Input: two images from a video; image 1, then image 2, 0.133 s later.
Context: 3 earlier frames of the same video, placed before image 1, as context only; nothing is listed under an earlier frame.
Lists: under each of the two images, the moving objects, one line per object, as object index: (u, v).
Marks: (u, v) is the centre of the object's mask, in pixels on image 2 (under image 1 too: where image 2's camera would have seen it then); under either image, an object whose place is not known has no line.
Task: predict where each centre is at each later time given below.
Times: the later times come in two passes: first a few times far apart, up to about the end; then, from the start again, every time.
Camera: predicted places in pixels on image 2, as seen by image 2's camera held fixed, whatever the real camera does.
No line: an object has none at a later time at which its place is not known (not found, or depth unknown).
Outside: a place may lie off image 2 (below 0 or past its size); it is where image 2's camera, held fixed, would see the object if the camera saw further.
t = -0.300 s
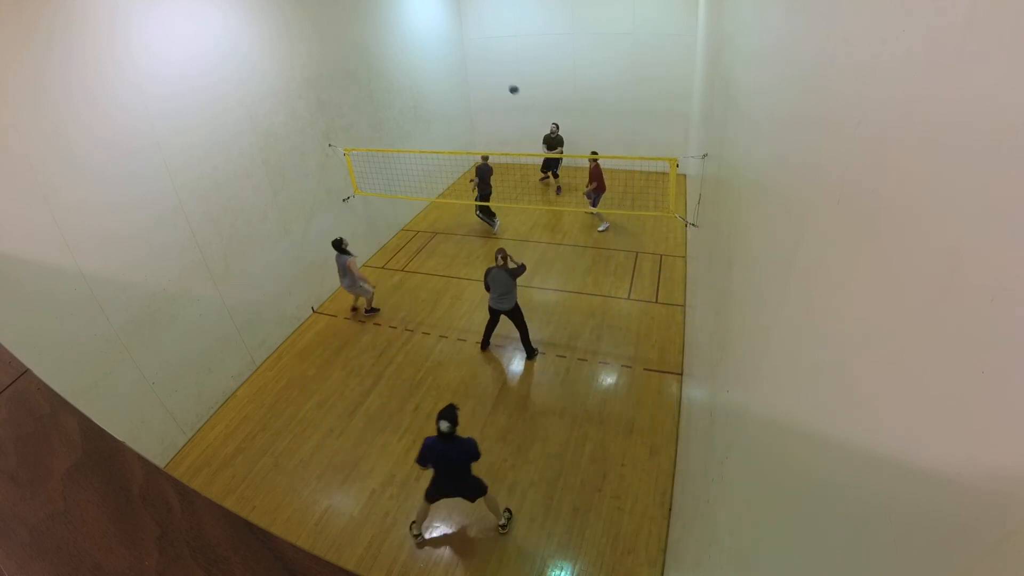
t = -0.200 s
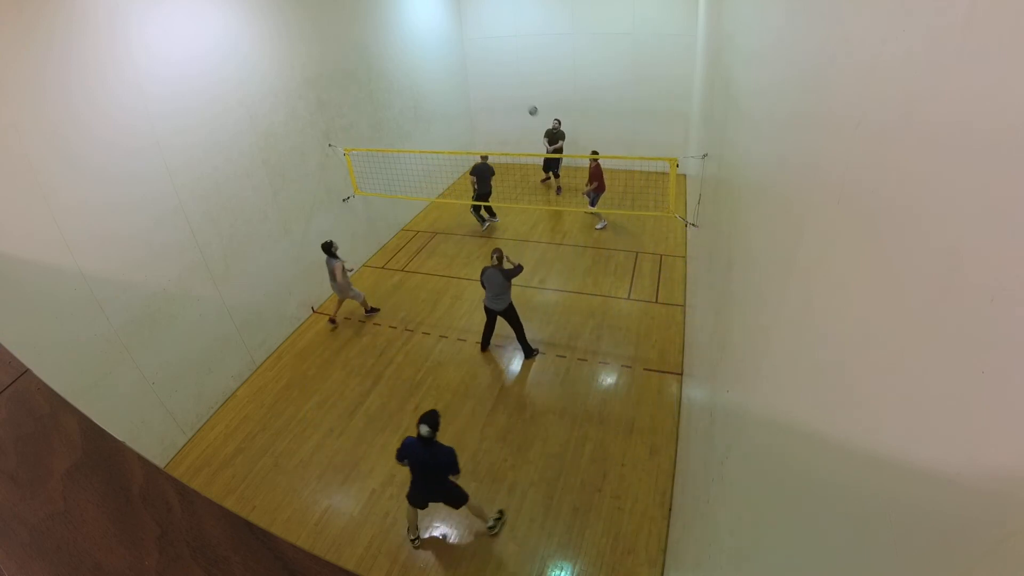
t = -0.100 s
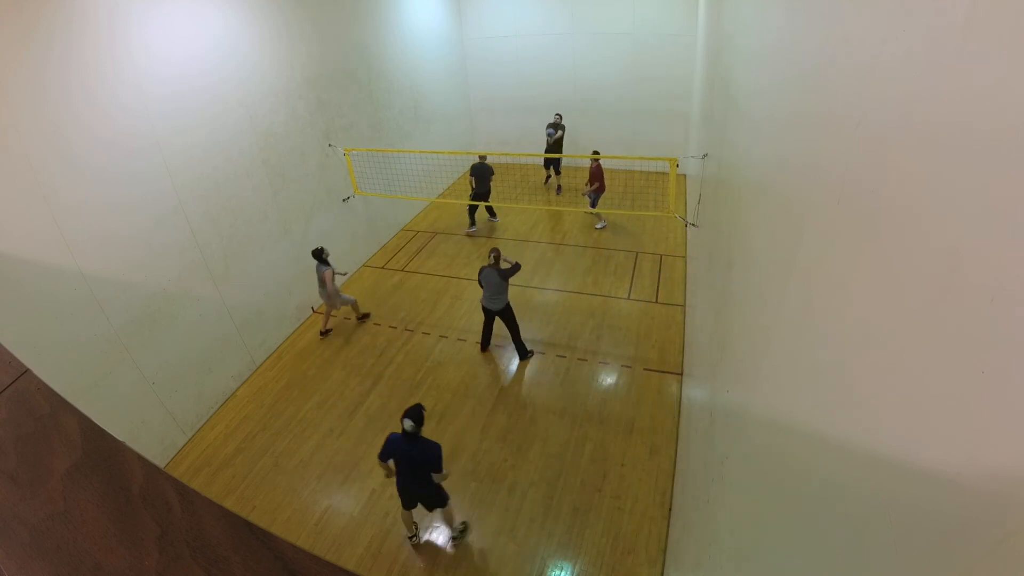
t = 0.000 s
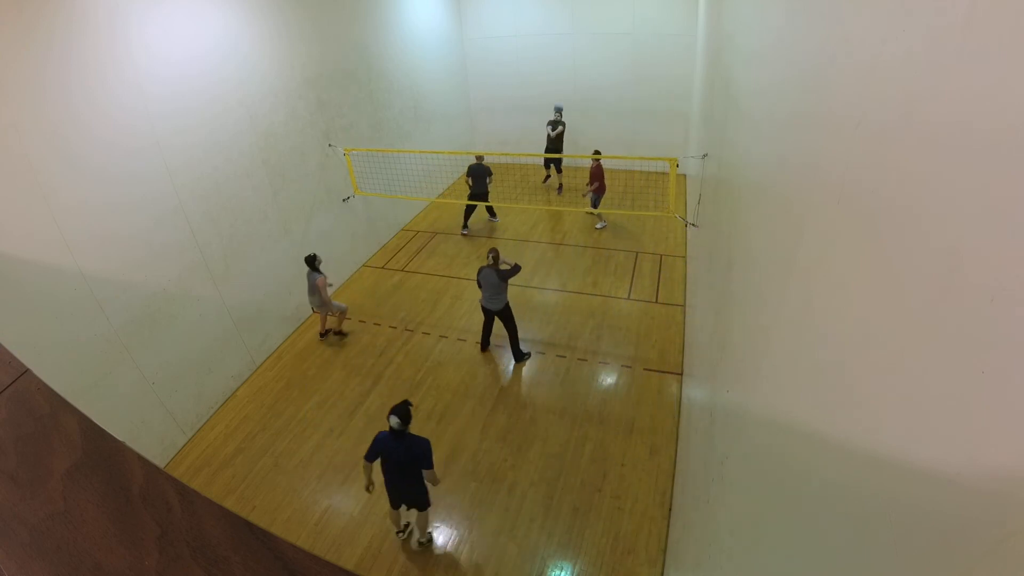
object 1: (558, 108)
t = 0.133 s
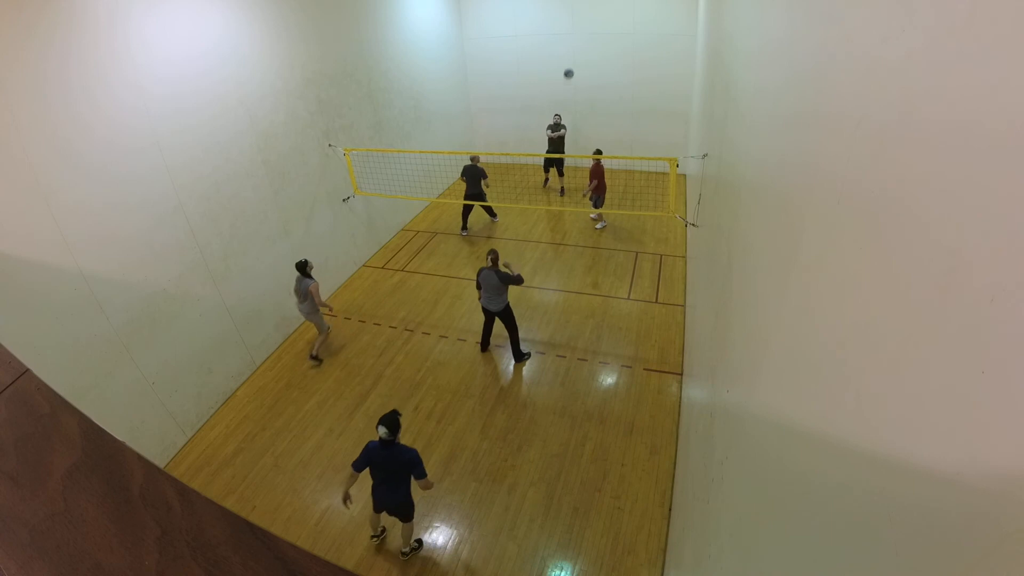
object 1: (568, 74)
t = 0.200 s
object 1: (574, 58)
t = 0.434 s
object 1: (597, 18)
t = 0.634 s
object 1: (621, 5)
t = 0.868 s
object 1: (653, 20)
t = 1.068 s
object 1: (684, 66)
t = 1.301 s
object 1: (687, 140)
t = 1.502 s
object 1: (647, 144)
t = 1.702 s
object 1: (606, 153)
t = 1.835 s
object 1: (581, 174)
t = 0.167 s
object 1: (571, 65)
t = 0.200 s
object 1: (574, 58)
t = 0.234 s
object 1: (577, 51)
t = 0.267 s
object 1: (580, 44)
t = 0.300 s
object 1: (583, 38)
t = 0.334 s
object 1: (587, 32)
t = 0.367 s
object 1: (590, 27)
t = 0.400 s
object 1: (593, 22)
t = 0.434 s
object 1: (597, 18)
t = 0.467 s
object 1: (601, 14)
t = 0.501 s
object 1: (604, 11)
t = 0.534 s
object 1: (608, 8)
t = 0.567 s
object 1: (612, 6)
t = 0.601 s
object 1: (616, 5)
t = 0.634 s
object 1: (621, 5)
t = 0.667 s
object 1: (625, 5)
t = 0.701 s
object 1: (630, 5)
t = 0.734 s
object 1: (634, 6)
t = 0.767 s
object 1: (639, 8)
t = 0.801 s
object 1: (643, 11)
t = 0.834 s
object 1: (648, 15)
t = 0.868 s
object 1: (653, 20)
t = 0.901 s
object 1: (658, 25)
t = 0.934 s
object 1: (663, 31)
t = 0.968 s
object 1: (668, 39)
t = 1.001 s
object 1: (673, 47)
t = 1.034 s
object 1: (679, 56)
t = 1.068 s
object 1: (684, 66)
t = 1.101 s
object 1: (688, 77)
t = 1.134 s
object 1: (693, 89)
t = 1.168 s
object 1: (698, 102)
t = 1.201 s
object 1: (702, 115)
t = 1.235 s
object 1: (697, 122)
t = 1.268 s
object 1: (692, 131)
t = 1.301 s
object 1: (687, 140)
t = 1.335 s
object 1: (682, 150)
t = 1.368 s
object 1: (675, 152)
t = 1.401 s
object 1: (668, 149)
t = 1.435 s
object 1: (661, 146)
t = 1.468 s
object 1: (654, 144)
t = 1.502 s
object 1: (647, 144)
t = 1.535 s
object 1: (640, 144)
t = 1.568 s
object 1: (633, 144)
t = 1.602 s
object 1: (626, 145)
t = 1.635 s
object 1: (619, 148)
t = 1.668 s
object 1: (613, 150)
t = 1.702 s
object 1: (606, 153)
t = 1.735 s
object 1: (600, 159)
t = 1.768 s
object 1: (594, 163)
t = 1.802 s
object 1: (588, 168)
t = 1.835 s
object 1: (581, 174)
